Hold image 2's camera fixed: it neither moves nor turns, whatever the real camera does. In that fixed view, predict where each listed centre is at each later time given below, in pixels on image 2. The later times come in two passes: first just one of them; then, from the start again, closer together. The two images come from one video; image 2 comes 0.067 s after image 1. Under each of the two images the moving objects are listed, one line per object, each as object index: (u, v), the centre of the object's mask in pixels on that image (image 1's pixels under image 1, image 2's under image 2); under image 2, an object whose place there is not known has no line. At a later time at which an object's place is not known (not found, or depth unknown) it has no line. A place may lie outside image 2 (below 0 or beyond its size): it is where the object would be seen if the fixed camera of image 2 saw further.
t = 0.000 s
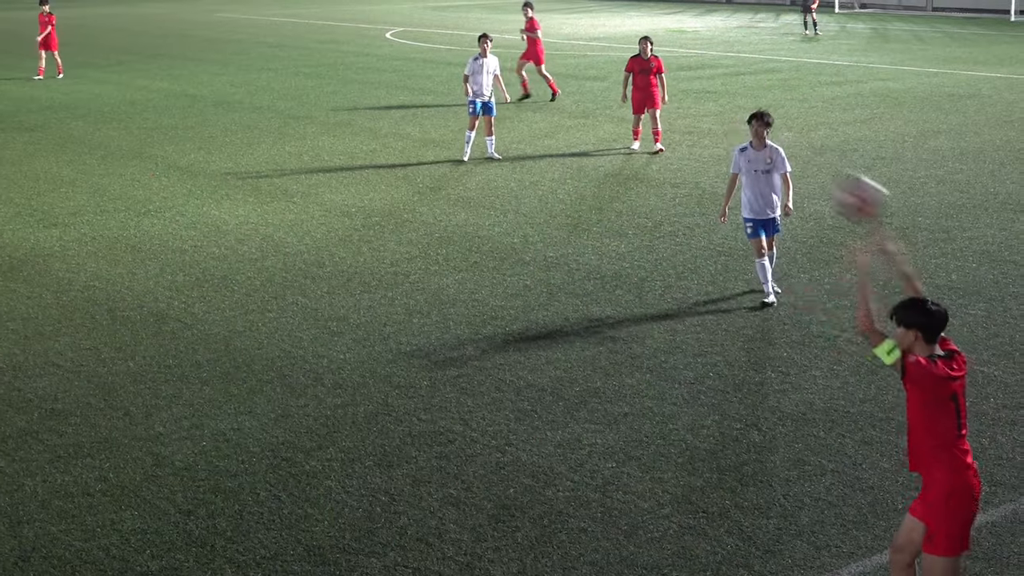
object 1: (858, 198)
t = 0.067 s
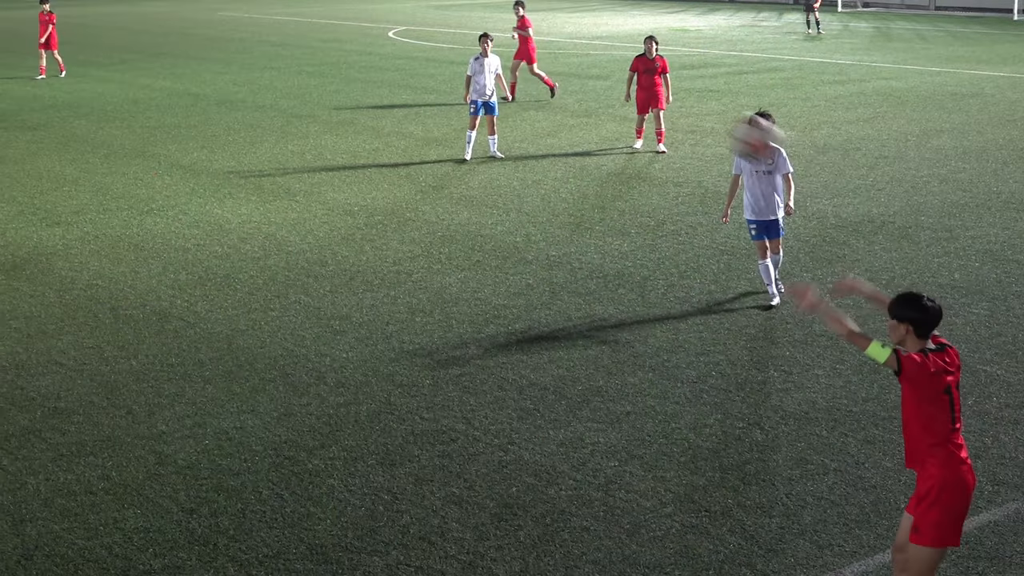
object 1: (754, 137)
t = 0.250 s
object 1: (506, 47)
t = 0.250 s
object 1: (506, 47)
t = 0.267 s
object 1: (485, 42)
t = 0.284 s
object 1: (468, 40)
